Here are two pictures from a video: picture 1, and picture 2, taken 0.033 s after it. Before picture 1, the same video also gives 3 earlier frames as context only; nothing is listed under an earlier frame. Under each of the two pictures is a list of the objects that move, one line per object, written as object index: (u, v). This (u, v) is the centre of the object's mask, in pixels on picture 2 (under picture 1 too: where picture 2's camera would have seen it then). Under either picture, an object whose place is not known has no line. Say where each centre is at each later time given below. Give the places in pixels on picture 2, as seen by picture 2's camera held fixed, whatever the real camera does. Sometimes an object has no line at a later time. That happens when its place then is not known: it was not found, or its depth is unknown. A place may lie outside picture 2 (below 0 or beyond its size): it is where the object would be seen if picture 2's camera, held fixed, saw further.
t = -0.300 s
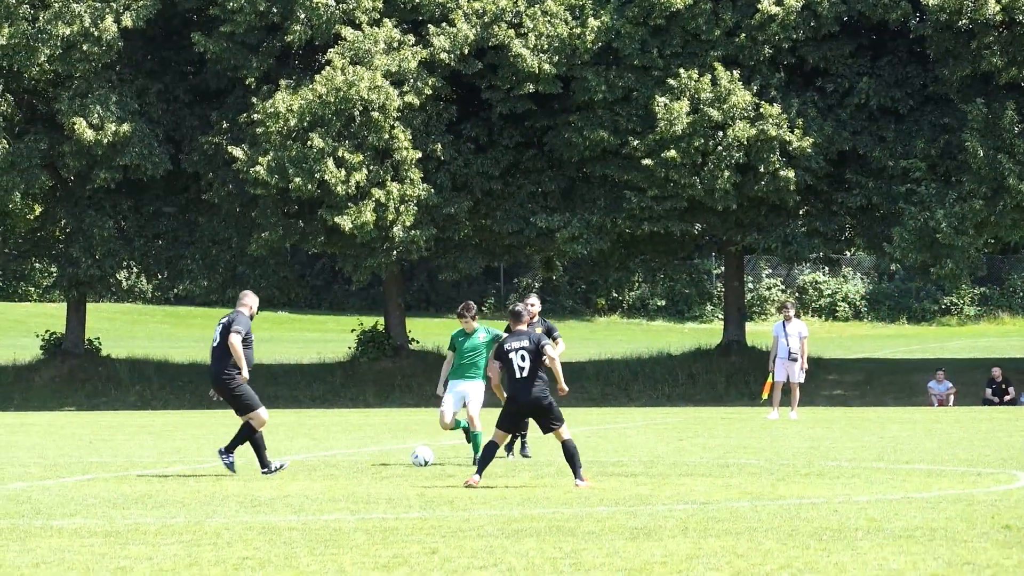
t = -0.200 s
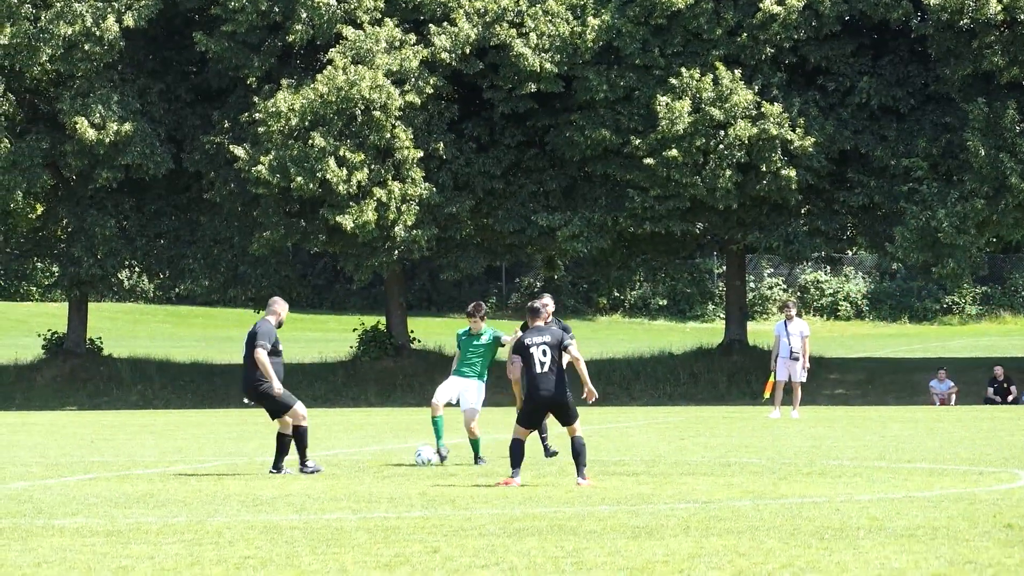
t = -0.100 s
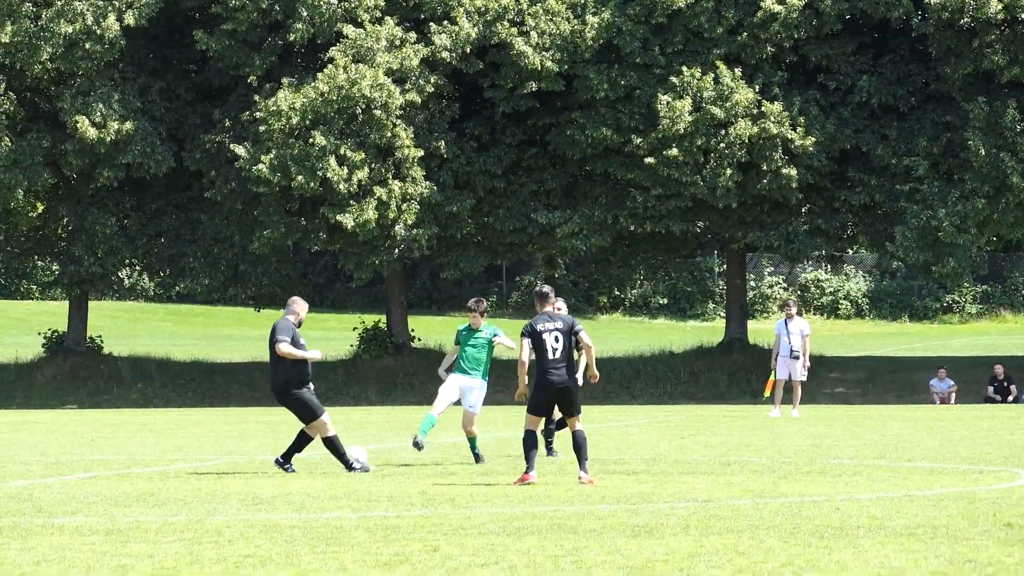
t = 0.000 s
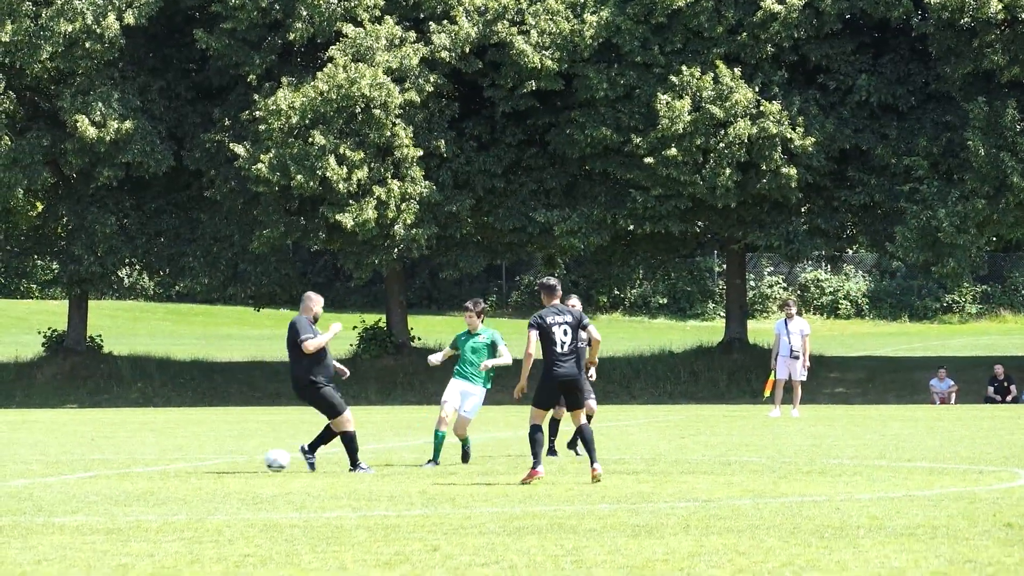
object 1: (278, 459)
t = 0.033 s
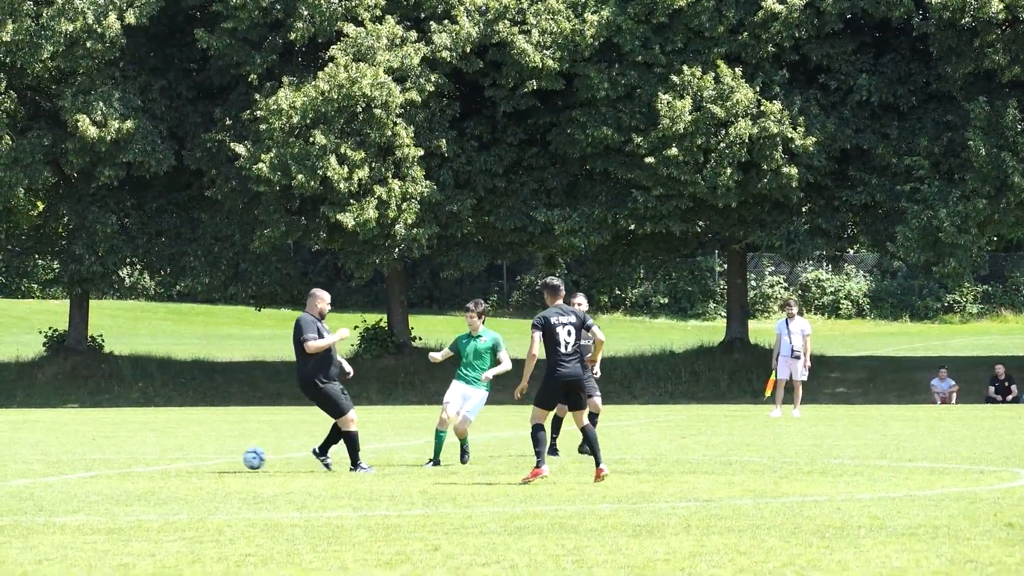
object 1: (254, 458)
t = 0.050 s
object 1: (243, 458)
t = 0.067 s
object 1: (231, 458)
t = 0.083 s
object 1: (220, 457)
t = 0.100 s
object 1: (208, 457)
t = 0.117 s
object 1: (196, 457)
